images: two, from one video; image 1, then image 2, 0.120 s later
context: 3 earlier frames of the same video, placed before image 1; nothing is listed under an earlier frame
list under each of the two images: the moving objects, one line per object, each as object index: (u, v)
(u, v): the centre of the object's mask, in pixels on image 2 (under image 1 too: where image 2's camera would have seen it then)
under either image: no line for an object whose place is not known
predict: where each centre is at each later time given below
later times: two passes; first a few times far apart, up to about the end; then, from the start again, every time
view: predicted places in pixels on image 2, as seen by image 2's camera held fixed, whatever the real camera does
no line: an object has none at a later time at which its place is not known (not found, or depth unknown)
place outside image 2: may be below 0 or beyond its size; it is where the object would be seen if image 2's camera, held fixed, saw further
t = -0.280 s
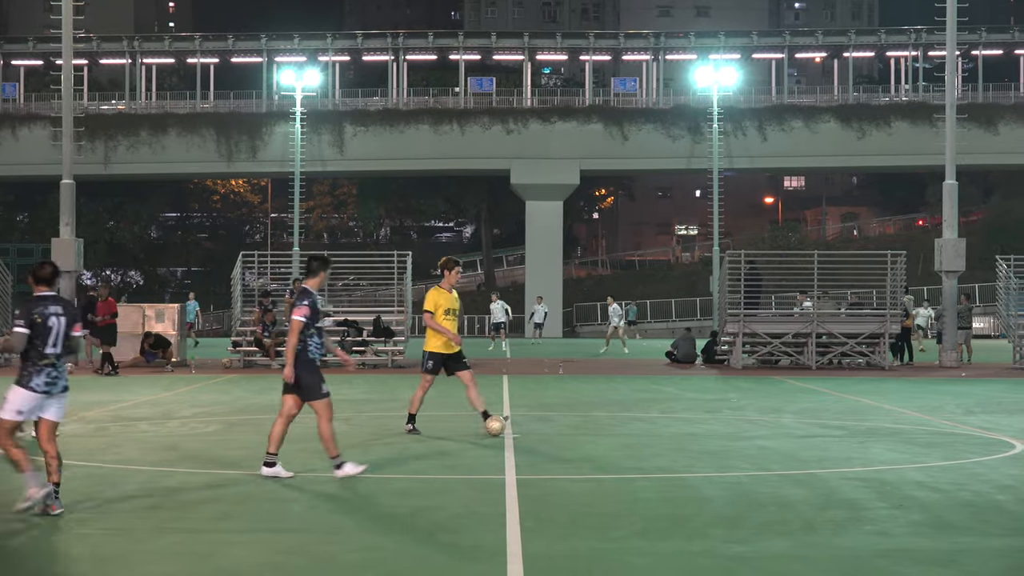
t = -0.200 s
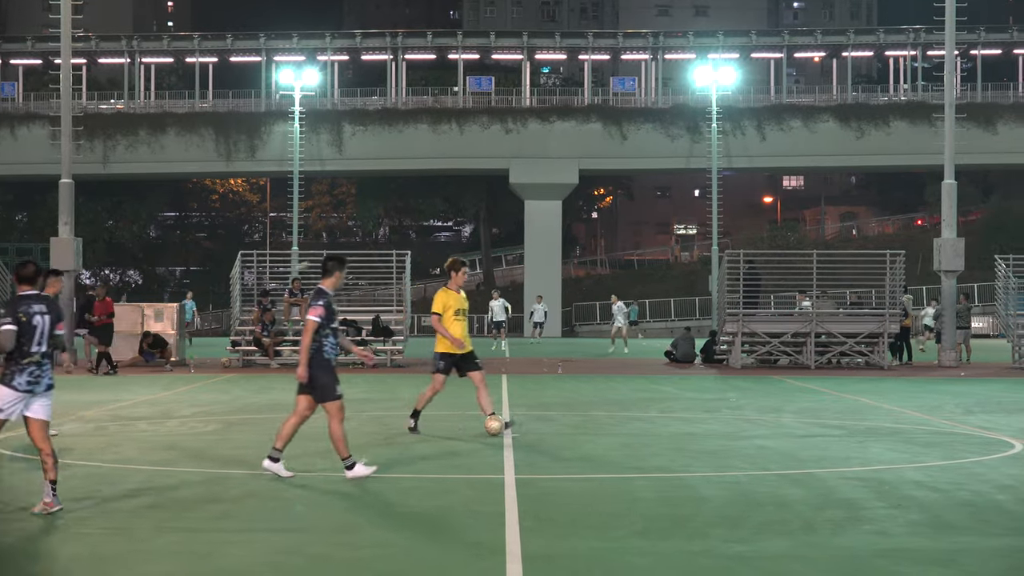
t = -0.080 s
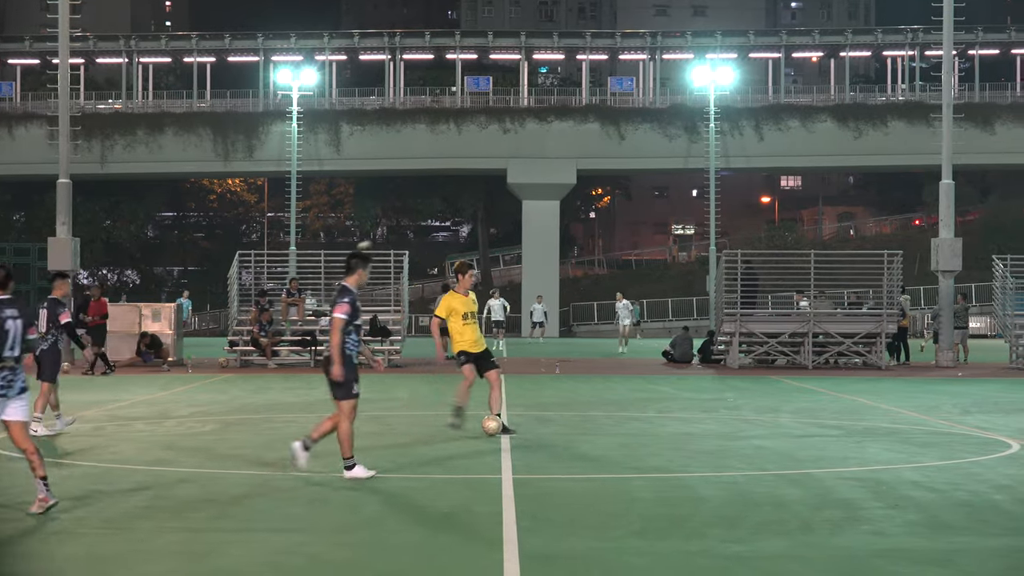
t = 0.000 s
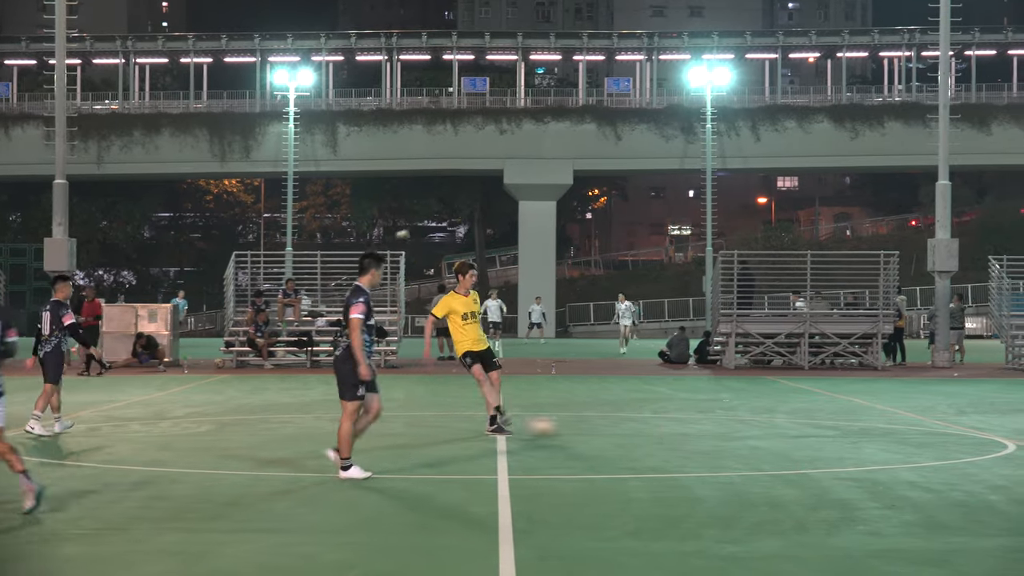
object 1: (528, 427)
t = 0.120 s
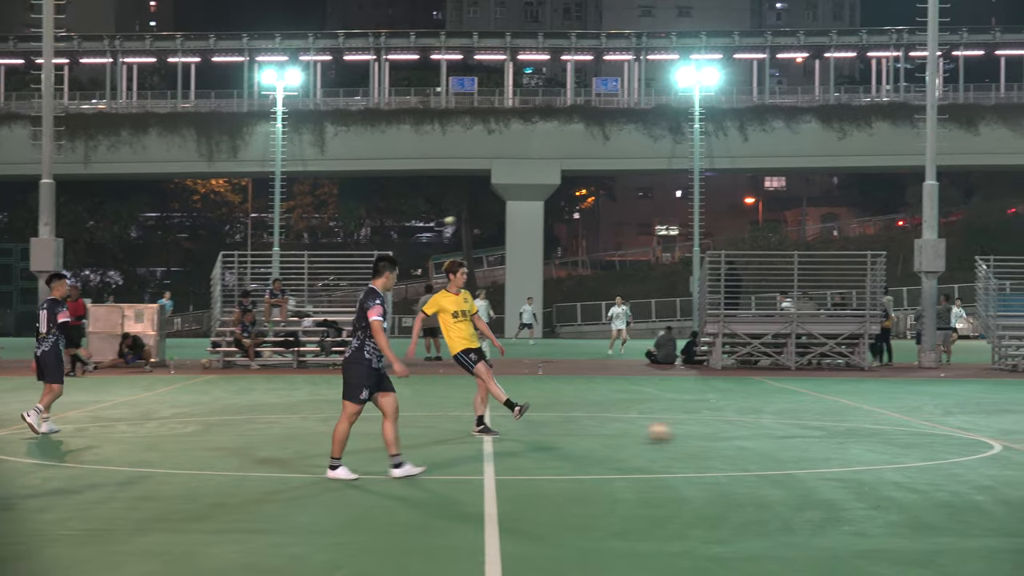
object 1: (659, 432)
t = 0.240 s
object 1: (780, 434)
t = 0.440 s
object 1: (962, 437)
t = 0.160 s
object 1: (700, 432)
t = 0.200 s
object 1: (742, 433)
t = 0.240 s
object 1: (780, 434)
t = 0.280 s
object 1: (818, 435)
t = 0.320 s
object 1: (856, 436)
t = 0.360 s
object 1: (892, 436)
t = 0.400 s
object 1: (927, 437)
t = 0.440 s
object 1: (962, 437)
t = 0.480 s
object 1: (995, 439)
